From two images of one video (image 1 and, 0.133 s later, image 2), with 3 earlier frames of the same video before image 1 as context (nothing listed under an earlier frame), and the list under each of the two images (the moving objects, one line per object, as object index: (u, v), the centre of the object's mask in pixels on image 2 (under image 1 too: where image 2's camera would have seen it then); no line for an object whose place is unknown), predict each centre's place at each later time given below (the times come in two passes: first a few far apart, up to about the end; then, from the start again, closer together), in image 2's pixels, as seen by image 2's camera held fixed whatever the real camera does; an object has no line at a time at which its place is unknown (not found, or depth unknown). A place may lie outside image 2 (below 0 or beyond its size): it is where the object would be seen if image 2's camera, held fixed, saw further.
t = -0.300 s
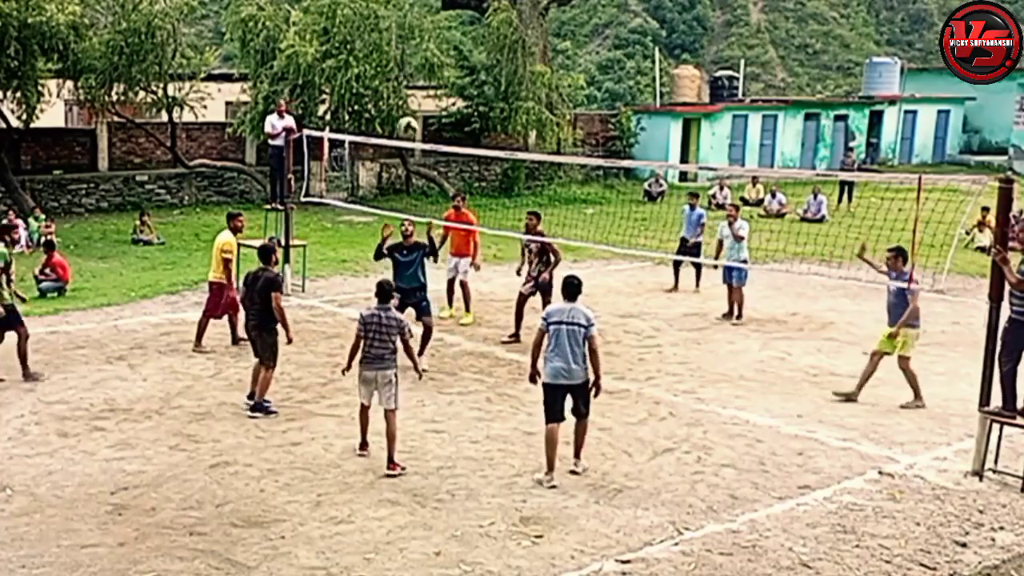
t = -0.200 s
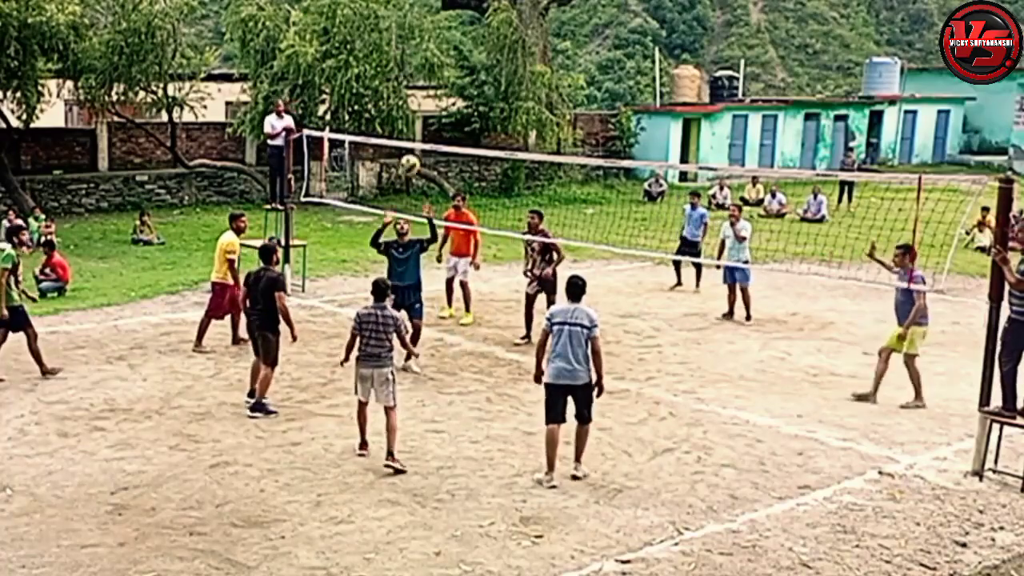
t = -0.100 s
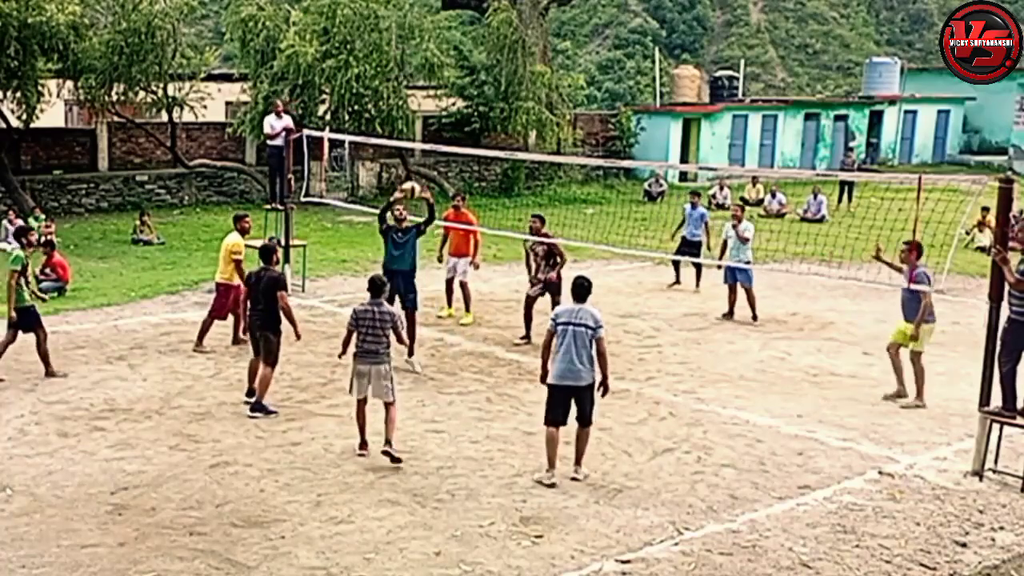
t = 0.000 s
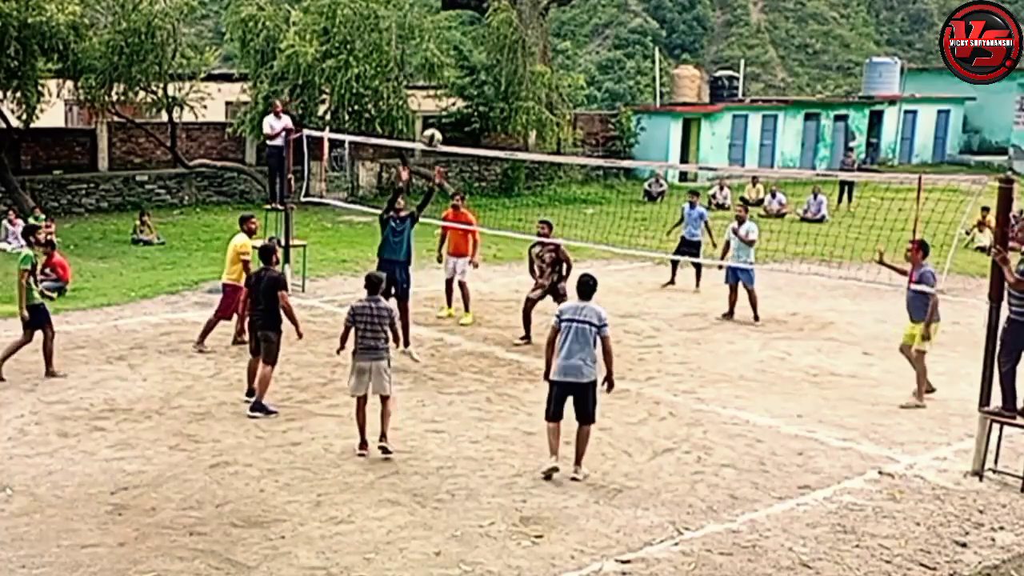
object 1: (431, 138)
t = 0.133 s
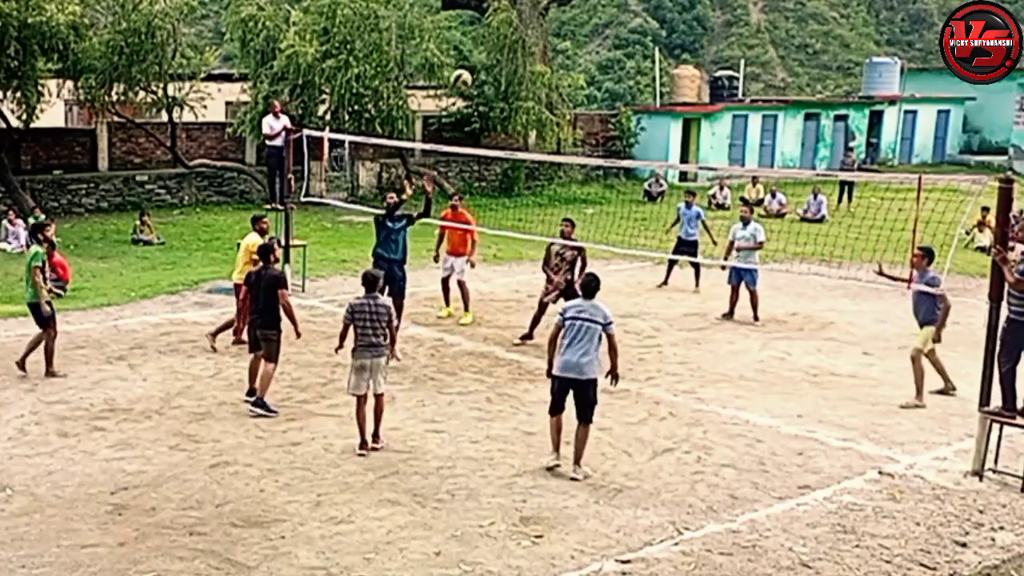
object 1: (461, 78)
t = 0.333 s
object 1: (505, 20)
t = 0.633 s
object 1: (571, 8)
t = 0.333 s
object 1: (505, 20)
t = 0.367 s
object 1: (512, 14)
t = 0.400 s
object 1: (520, 9)
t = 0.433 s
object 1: (526, 7)
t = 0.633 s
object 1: (571, 8)
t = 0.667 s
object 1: (578, 10)
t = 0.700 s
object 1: (585, 15)
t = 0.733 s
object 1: (592, 22)
